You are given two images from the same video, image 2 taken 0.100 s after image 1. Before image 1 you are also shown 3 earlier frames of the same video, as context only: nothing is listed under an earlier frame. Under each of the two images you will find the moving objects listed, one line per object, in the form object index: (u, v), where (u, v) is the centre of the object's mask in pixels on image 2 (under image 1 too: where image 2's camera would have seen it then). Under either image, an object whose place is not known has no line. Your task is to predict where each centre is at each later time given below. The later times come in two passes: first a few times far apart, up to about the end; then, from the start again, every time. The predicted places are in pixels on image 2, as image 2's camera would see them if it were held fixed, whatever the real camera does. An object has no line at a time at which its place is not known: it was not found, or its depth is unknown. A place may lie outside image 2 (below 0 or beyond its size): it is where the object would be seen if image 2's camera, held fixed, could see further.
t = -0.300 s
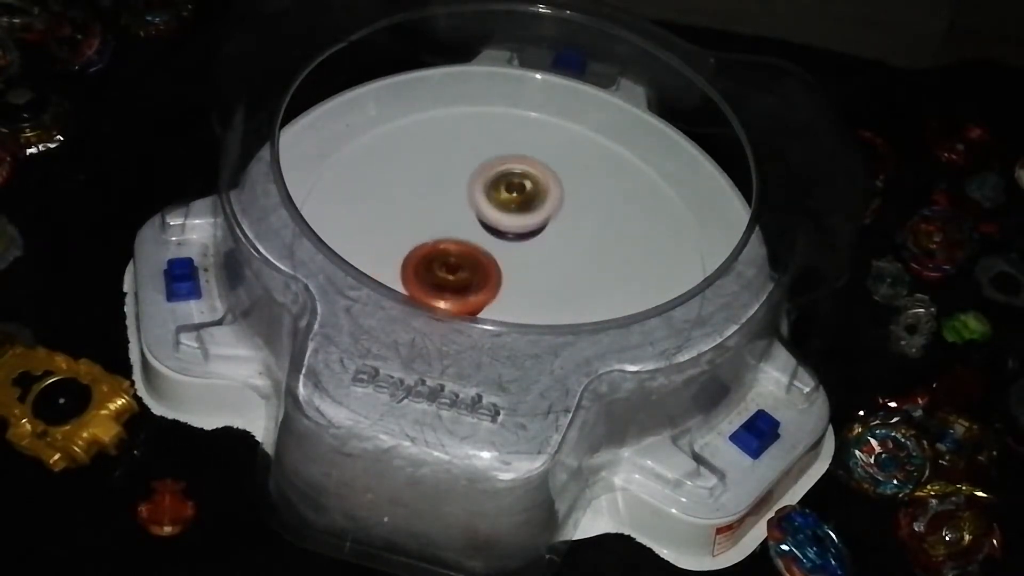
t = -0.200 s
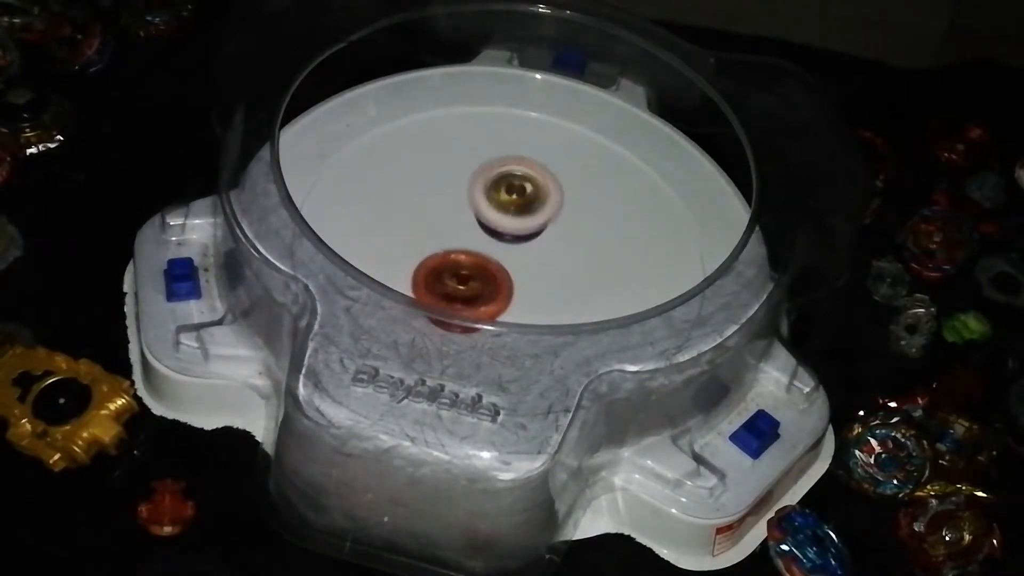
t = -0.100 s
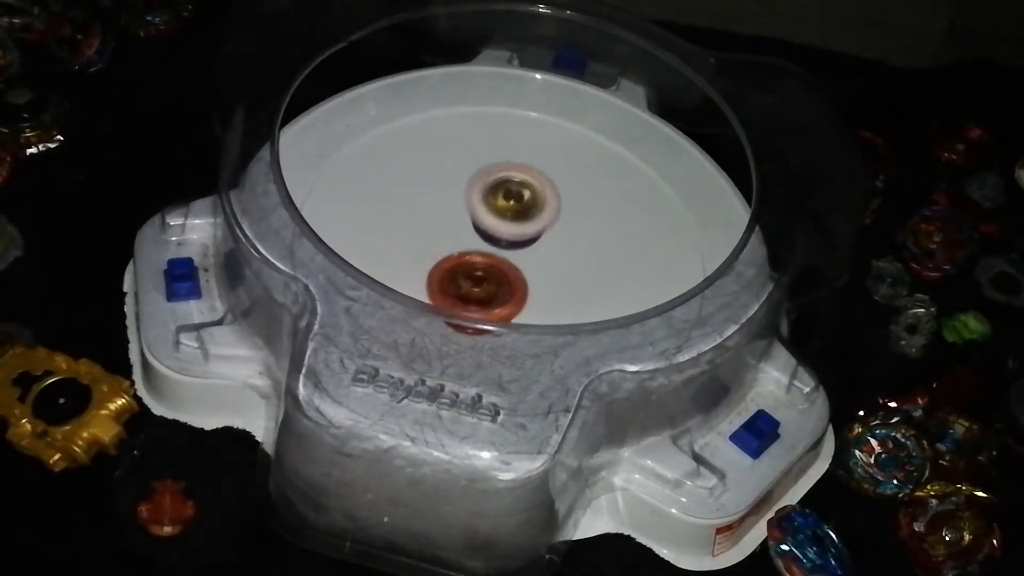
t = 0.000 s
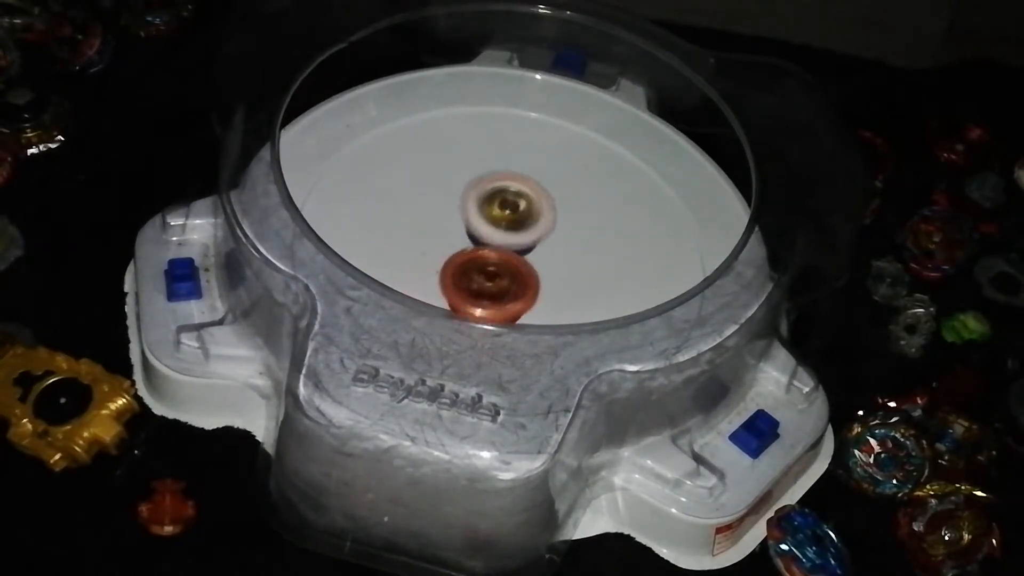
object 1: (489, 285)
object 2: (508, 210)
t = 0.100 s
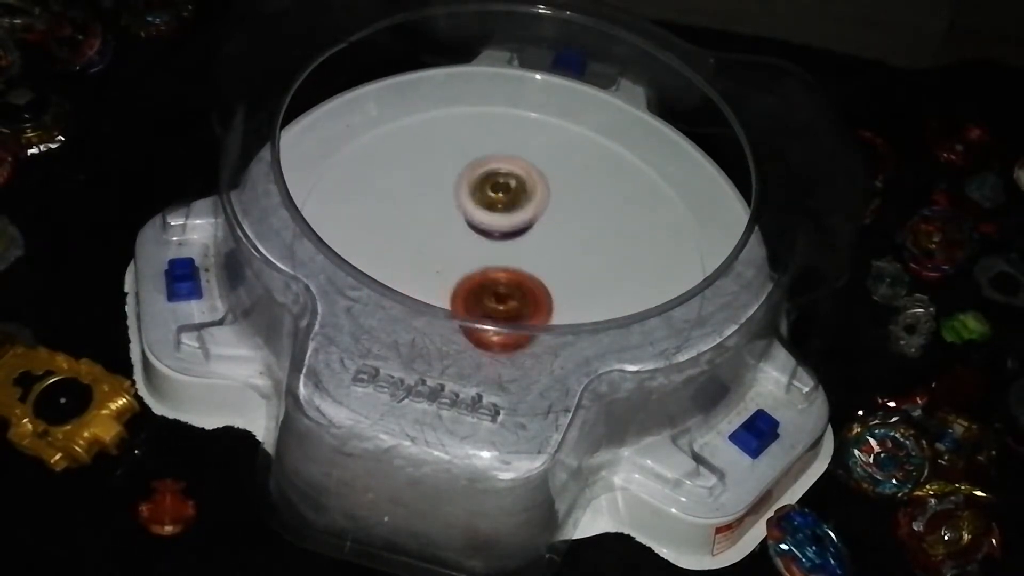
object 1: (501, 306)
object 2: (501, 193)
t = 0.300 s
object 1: (518, 306)
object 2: (501, 188)
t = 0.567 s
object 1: (502, 294)
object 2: (495, 193)
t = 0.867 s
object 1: (494, 293)
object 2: (497, 200)
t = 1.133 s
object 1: (473, 307)
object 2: (509, 193)
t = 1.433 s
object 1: (474, 275)
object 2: (519, 207)
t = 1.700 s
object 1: (482, 259)
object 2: (545, 199)
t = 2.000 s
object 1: (465, 270)
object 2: (566, 182)
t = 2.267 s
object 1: (479, 263)
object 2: (561, 194)
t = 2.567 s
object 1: (476, 270)
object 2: (551, 217)
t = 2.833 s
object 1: (451, 278)
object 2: (571, 223)
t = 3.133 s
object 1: (440, 269)
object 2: (577, 229)
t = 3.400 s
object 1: (459, 243)
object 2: (559, 239)
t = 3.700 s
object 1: (457, 229)
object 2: (585, 251)
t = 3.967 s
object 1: (475, 223)
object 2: (599, 261)
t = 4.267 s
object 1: (491, 237)
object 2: (589, 268)
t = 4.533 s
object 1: (486, 241)
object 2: (579, 273)
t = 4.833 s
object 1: (455, 238)
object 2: (580, 281)
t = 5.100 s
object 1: (448, 234)
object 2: (558, 281)
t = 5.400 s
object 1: (449, 220)
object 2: (533, 277)
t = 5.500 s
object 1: (456, 220)
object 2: (532, 280)
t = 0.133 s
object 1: (507, 310)
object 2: (501, 190)
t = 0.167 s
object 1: (511, 312)
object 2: (501, 188)
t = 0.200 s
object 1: (515, 312)
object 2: (501, 188)
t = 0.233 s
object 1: (517, 311)
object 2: (501, 187)
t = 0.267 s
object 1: (518, 309)
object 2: (501, 188)
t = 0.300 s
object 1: (518, 306)
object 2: (501, 188)
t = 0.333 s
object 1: (518, 296)
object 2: (501, 190)
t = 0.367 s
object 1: (517, 295)
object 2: (501, 192)
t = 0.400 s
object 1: (516, 292)
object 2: (500, 195)
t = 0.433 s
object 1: (514, 290)
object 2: (499, 199)
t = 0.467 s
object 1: (511, 285)
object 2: (498, 202)
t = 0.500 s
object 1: (507, 283)
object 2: (497, 205)
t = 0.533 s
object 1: (504, 290)
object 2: (495, 196)
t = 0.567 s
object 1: (502, 294)
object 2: (495, 193)
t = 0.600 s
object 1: (501, 305)
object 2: (495, 193)
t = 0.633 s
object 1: (500, 309)
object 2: (496, 192)
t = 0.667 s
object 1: (501, 311)
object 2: (496, 192)
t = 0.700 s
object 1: (500, 311)
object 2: (496, 193)
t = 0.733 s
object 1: (499, 310)
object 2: (497, 193)
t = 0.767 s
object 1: (499, 307)
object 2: (497, 195)
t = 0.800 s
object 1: (497, 304)
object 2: (497, 196)
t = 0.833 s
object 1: (497, 295)
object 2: (497, 198)
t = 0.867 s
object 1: (494, 293)
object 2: (497, 200)
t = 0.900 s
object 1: (491, 291)
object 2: (497, 203)
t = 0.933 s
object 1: (488, 289)
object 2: (497, 207)
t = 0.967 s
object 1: (484, 286)
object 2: (497, 210)
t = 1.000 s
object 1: (475, 292)
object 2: (500, 198)
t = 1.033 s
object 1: (472, 303)
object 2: (503, 195)
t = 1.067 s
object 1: (471, 307)
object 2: (505, 194)
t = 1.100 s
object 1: (472, 308)
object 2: (508, 193)
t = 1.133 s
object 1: (473, 307)
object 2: (509, 193)
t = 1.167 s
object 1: (473, 306)
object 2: (511, 194)
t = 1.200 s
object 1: (474, 303)
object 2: (512, 194)
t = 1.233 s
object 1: (474, 299)
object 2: (513, 195)
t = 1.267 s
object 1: (475, 290)
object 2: (515, 196)
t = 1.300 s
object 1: (474, 289)
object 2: (516, 198)
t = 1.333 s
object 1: (474, 287)
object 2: (518, 200)
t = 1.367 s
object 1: (473, 284)
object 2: (518, 202)
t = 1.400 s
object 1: (474, 279)
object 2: (519, 204)
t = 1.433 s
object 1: (474, 275)
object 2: (519, 207)
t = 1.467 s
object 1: (473, 272)
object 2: (521, 206)
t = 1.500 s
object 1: (469, 273)
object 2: (528, 202)
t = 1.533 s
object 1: (468, 274)
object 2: (532, 200)
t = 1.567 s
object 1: (469, 273)
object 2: (537, 199)
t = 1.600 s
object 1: (471, 271)
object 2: (539, 199)
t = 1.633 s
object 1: (475, 268)
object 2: (542, 199)
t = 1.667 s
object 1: (479, 264)
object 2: (543, 199)
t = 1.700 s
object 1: (482, 259)
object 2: (545, 199)
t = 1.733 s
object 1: (484, 255)
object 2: (546, 198)
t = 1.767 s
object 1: (484, 253)
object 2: (547, 196)
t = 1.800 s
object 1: (484, 252)
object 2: (549, 196)
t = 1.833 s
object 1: (483, 251)
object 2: (551, 195)
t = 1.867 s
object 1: (475, 256)
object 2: (557, 188)
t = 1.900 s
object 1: (469, 261)
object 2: (562, 185)
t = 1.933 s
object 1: (466, 265)
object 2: (564, 183)
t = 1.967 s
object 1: (465, 268)
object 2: (566, 182)
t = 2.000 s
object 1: (465, 270)
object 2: (566, 182)
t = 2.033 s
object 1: (466, 272)
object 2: (566, 183)
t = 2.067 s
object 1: (468, 272)
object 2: (567, 185)
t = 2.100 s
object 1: (471, 272)
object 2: (568, 186)
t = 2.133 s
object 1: (473, 271)
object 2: (568, 186)
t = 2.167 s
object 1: (475, 269)
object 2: (567, 187)
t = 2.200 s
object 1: (476, 267)
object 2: (566, 189)
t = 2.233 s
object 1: (477, 265)
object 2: (564, 191)
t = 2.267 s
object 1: (479, 263)
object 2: (561, 194)
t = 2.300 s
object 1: (480, 261)
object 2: (558, 198)
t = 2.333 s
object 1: (482, 259)
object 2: (555, 201)
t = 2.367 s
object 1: (482, 257)
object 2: (551, 205)
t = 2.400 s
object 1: (480, 259)
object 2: (551, 205)
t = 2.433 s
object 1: (478, 261)
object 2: (551, 208)
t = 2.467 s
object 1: (475, 264)
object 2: (552, 209)
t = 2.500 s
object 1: (474, 267)
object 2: (552, 211)
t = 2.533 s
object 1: (475, 269)
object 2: (552, 214)
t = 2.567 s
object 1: (476, 270)
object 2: (551, 217)
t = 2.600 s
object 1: (478, 271)
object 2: (550, 220)
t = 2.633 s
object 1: (476, 272)
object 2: (552, 222)
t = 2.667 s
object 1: (475, 273)
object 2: (552, 224)
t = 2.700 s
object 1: (475, 273)
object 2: (553, 226)
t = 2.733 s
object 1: (476, 273)
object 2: (554, 228)
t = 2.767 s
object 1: (471, 274)
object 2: (558, 227)
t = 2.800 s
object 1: (459, 276)
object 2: (566, 224)
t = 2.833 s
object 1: (451, 278)
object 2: (571, 223)
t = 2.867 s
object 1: (446, 280)
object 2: (574, 224)
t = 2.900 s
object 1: (442, 281)
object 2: (577, 224)
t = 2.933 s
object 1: (440, 281)
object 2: (577, 224)
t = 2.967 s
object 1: (439, 281)
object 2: (578, 225)
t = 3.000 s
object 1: (438, 279)
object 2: (578, 225)
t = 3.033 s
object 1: (438, 276)
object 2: (577, 226)
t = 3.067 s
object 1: (439, 273)
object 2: (577, 228)
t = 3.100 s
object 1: (439, 271)
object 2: (577, 228)
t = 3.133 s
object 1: (440, 269)
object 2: (577, 229)
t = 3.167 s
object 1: (441, 267)
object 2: (576, 230)
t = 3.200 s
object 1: (443, 264)
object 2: (573, 231)
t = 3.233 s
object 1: (445, 261)
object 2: (571, 232)
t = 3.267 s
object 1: (447, 257)
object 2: (569, 233)
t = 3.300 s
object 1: (450, 254)
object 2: (566, 235)
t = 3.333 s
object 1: (453, 250)
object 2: (562, 237)
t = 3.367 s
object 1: (458, 247)
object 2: (558, 239)
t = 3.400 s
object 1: (459, 243)
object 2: (559, 239)
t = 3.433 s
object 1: (449, 239)
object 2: (571, 241)
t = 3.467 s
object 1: (441, 235)
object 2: (578, 242)
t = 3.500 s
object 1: (438, 232)
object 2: (581, 245)
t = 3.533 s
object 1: (437, 231)
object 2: (584, 246)
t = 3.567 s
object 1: (438, 229)
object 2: (585, 248)
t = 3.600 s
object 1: (441, 229)
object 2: (586, 249)
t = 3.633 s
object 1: (445, 229)
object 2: (586, 249)
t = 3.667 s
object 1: (451, 229)
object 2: (585, 250)
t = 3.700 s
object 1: (457, 229)
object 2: (585, 251)
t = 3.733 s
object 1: (464, 229)
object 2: (584, 252)
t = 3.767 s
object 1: (471, 230)
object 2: (584, 252)
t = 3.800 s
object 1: (478, 230)
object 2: (584, 252)
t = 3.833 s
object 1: (486, 230)
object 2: (583, 253)
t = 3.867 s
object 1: (489, 229)
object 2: (585, 254)
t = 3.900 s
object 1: (490, 228)
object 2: (586, 256)
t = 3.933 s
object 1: (481, 225)
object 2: (594, 258)
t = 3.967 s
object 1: (475, 223)
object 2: (599, 261)
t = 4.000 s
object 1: (470, 223)
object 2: (601, 263)
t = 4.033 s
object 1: (468, 224)
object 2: (601, 264)
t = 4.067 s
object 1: (468, 226)
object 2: (601, 264)
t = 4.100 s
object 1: (470, 229)
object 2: (600, 265)
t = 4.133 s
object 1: (473, 232)
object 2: (598, 266)
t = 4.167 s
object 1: (477, 234)
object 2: (597, 267)
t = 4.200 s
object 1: (482, 235)
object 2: (597, 267)
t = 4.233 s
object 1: (486, 236)
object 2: (593, 268)
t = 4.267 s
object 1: (491, 237)
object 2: (589, 268)
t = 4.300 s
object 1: (494, 238)
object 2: (588, 268)
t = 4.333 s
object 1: (491, 236)
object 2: (589, 268)
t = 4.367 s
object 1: (487, 234)
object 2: (589, 270)
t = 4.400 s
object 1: (485, 234)
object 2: (588, 271)
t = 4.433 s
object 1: (484, 235)
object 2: (586, 271)
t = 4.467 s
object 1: (484, 237)
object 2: (584, 272)
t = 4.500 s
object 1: (484, 238)
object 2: (582, 272)
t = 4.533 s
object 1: (486, 241)
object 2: (579, 273)
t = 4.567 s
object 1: (482, 240)
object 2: (579, 274)
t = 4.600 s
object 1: (479, 240)
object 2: (579, 275)
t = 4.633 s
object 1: (478, 241)
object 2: (579, 276)
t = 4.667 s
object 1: (477, 243)
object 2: (576, 276)
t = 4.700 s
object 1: (477, 244)
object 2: (574, 277)
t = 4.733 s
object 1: (478, 245)
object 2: (573, 277)
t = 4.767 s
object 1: (471, 243)
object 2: (577, 279)
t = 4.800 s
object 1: (462, 240)
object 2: (580, 281)
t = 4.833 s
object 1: (455, 238)
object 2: (580, 281)
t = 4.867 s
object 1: (450, 237)
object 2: (578, 282)
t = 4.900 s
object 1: (446, 236)
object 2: (578, 284)
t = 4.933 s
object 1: (444, 236)
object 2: (578, 284)
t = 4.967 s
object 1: (443, 236)
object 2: (575, 284)
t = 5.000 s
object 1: (443, 235)
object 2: (571, 284)
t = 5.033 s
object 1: (445, 235)
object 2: (568, 283)
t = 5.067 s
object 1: (446, 234)
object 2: (564, 282)
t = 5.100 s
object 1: (448, 234)
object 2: (558, 281)
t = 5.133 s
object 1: (450, 233)
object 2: (553, 280)
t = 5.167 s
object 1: (453, 233)
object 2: (546, 279)
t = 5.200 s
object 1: (456, 232)
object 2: (541, 277)
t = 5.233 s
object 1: (455, 230)
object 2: (538, 275)
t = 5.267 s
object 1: (453, 226)
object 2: (537, 275)
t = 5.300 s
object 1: (450, 222)
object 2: (538, 275)
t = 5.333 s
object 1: (448, 220)
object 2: (534, 276)
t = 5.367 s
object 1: (448, 220)
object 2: (534, 277)
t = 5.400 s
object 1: (449, 220)
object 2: (533, 277)
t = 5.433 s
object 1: (451, 221)
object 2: (529, 276)
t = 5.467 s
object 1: (455, 222)
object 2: (529, 277)
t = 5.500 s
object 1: (456, 220)
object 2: (532, 280)
